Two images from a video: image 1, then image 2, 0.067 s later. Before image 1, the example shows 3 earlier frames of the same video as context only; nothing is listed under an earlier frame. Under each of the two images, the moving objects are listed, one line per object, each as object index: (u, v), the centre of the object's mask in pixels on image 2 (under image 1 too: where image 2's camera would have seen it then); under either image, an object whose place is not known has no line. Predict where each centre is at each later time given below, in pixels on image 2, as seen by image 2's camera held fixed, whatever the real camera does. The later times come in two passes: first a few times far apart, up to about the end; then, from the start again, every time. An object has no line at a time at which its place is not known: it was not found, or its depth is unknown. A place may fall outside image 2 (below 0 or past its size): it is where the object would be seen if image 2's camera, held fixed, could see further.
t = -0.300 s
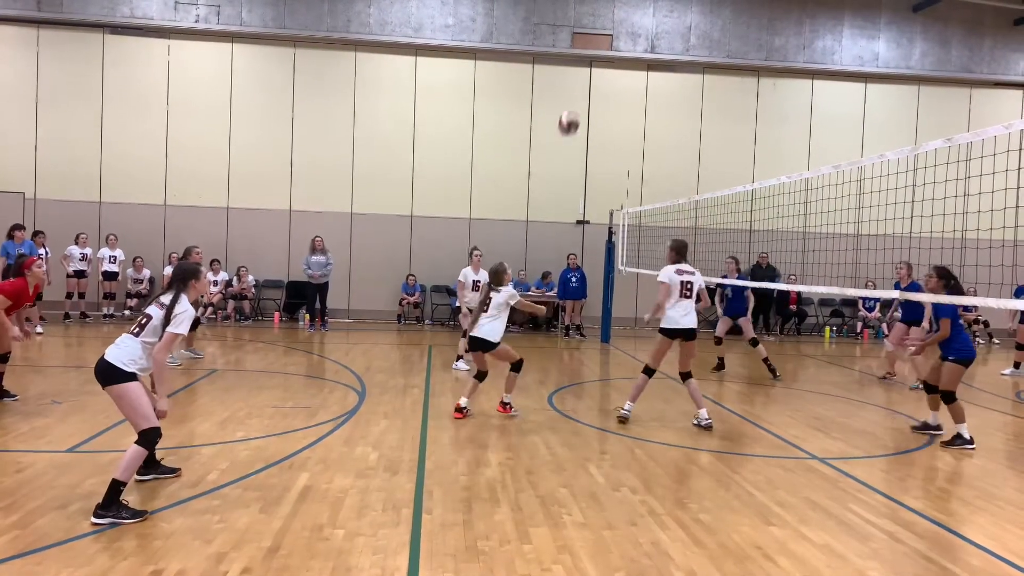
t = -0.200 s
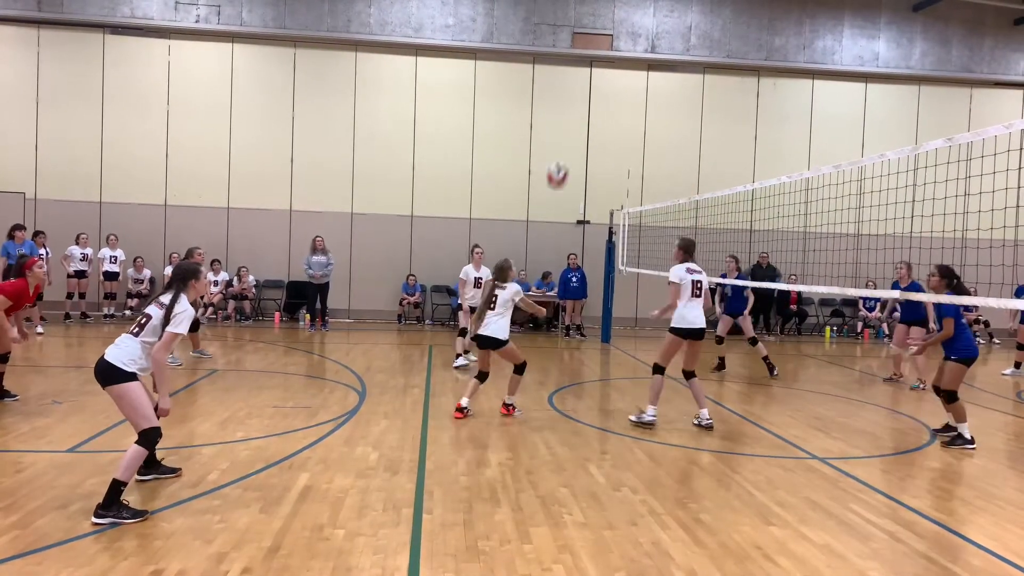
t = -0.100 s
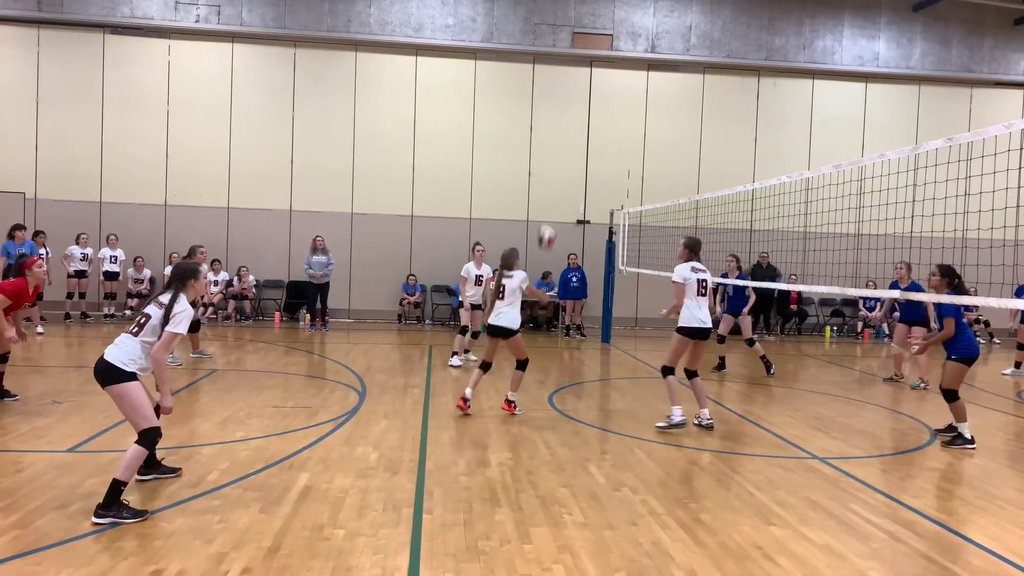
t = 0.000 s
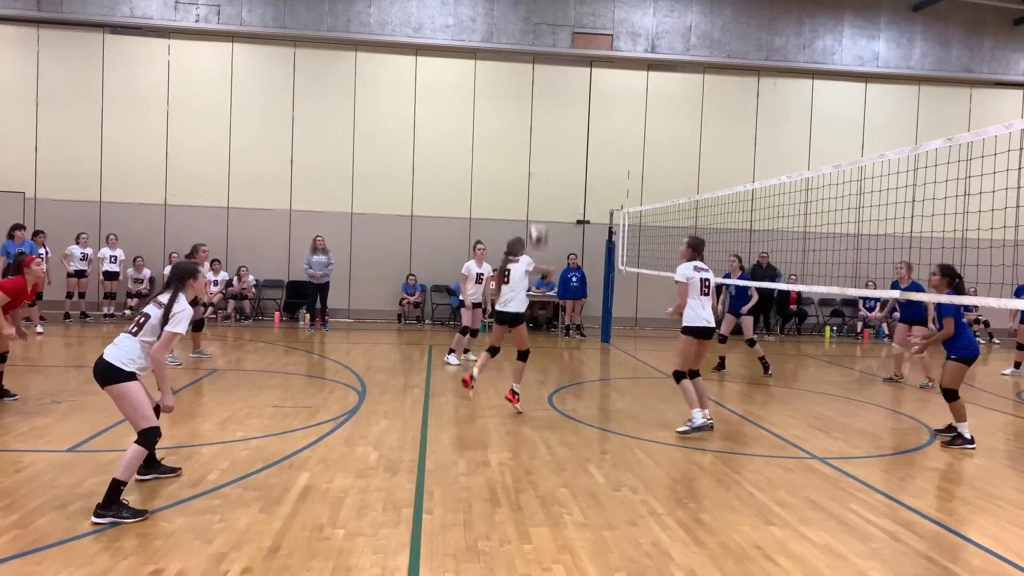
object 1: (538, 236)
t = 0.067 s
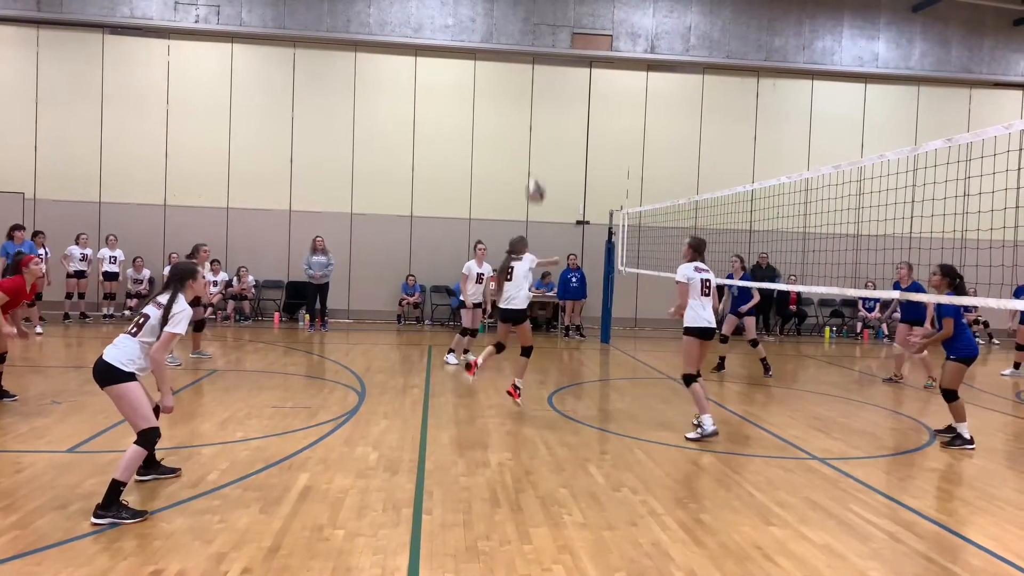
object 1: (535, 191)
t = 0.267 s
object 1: (525, 89)
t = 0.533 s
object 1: (512, 21)
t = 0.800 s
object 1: (497, 20)
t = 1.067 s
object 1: (483, 78)
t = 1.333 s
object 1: (469, 182)
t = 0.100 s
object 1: (534, 171)
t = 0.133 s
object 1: (532, 152)
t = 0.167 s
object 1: (530, 135)
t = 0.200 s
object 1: (529, 119)
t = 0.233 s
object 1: (527, 104)
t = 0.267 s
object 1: (525, 89)
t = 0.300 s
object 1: (524, 76)
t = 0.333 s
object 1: (522, 64)
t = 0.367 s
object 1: (521, 53)
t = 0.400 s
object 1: (519, 45)
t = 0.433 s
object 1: (517, 37)
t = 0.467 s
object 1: (515, 31)
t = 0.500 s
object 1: (513, 25)
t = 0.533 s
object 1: (512, 21)
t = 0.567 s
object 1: (510, 18)
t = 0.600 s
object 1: (508, 15)
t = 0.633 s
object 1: (505, 14)
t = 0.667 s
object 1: (504, 13)
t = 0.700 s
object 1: (503, 14)
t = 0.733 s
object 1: (501, 15)
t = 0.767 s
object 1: (499, 17)
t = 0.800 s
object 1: (497, 20)
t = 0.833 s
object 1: (495, 25)
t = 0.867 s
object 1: (493, 30)
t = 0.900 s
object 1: (492, 35)
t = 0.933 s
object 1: (490, 41)
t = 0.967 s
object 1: (487, 50)
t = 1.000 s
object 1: (486, 58)
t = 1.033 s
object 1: (484, 68)
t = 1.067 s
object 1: (483, 78)
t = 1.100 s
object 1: (480, 89)
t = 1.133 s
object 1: (479, 100)
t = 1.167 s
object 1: (477, 111)
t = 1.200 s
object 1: (475, 124)
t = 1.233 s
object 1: (473, 138)
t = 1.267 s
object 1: (472, 151)
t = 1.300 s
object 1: (470, 166)
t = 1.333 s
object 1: (469, 182)
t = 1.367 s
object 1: (468, 196)
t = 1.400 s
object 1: (466, 212)
